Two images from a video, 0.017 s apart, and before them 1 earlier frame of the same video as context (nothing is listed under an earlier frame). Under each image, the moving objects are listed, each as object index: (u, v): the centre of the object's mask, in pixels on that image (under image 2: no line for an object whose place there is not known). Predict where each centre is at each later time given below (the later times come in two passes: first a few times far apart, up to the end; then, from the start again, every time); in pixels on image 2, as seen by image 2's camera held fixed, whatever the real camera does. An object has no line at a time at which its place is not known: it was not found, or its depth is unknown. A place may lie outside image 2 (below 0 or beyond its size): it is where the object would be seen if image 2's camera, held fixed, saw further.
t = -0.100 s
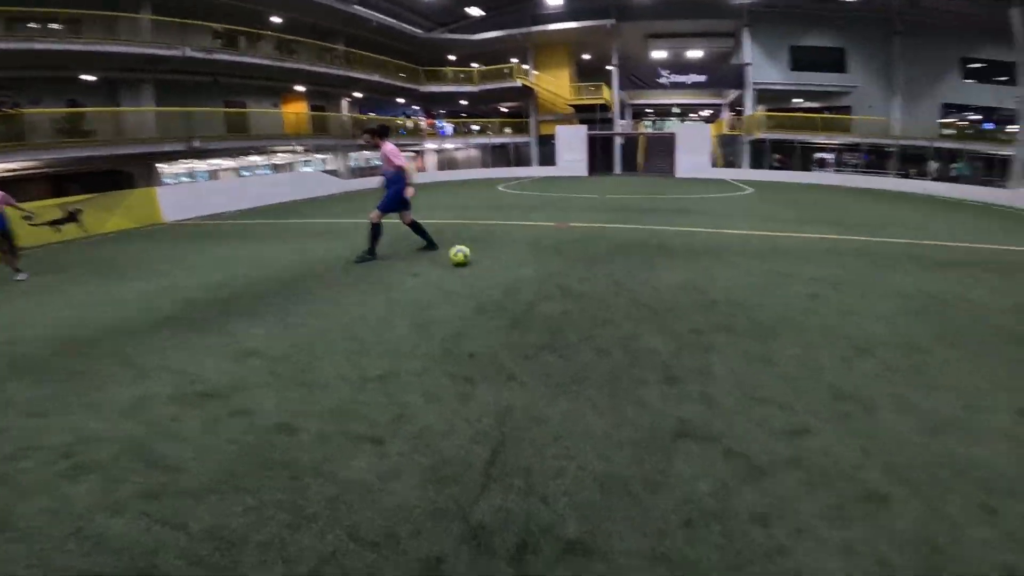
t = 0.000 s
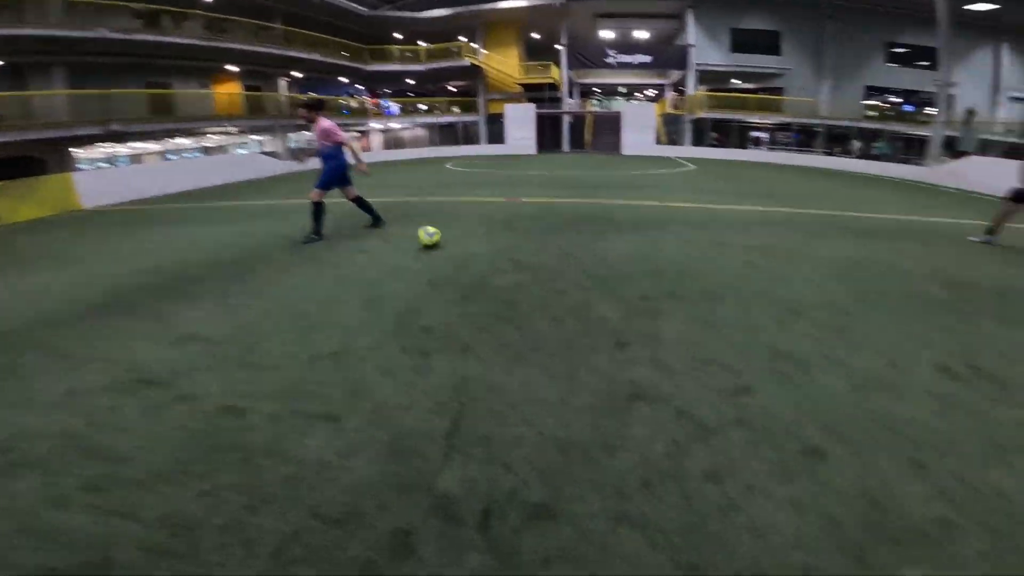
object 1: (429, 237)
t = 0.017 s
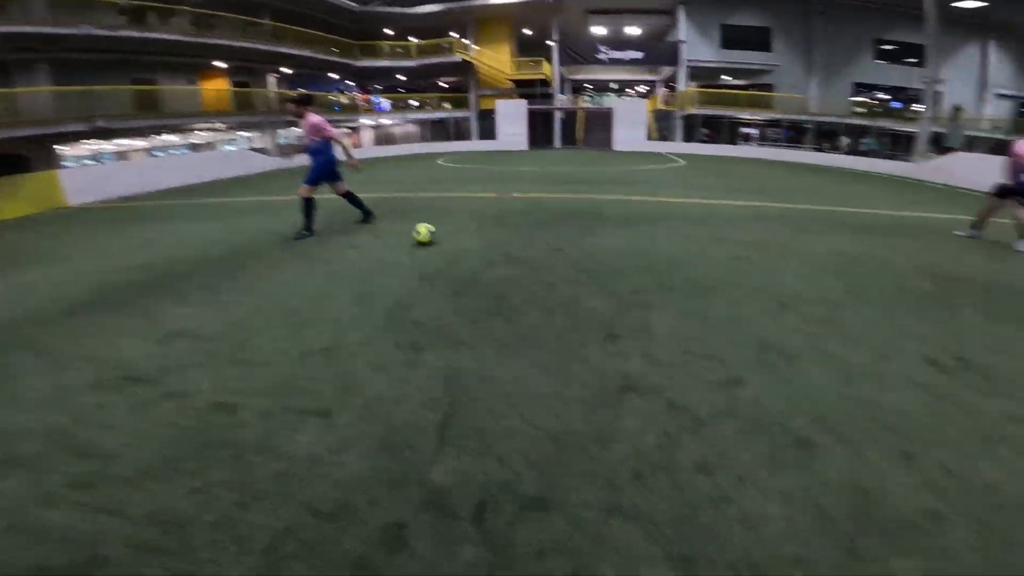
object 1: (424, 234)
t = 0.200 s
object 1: (462, 240)
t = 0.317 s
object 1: (495, 247)
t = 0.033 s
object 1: (426, 234)
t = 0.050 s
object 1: (431, 234)
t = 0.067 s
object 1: (433, 234)
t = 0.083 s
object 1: (436, 234)
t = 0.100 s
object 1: (438, 233)
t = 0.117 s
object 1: (442, 232)
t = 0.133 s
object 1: (445, 233)
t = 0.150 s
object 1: (449, 234)
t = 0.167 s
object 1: (454, 236)
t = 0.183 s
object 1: (457, 239)
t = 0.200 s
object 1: (462, 240)
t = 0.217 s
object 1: (466, 241)
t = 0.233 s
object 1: (470, 242)
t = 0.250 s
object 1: (475, 243)
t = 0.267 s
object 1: (480, 244)
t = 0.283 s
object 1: (485, 245)
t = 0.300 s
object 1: (490, 247)
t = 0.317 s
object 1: (495, 247)
